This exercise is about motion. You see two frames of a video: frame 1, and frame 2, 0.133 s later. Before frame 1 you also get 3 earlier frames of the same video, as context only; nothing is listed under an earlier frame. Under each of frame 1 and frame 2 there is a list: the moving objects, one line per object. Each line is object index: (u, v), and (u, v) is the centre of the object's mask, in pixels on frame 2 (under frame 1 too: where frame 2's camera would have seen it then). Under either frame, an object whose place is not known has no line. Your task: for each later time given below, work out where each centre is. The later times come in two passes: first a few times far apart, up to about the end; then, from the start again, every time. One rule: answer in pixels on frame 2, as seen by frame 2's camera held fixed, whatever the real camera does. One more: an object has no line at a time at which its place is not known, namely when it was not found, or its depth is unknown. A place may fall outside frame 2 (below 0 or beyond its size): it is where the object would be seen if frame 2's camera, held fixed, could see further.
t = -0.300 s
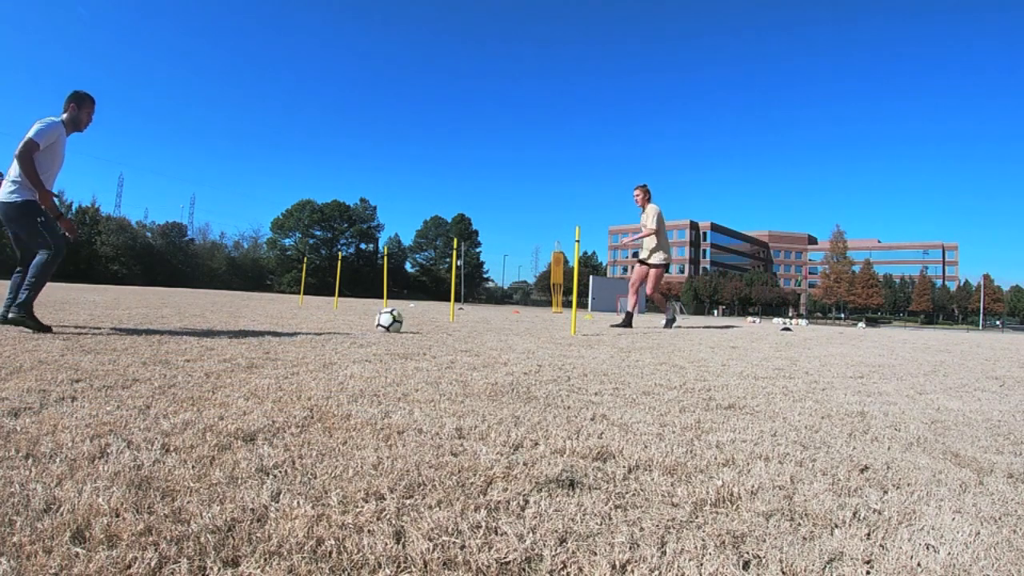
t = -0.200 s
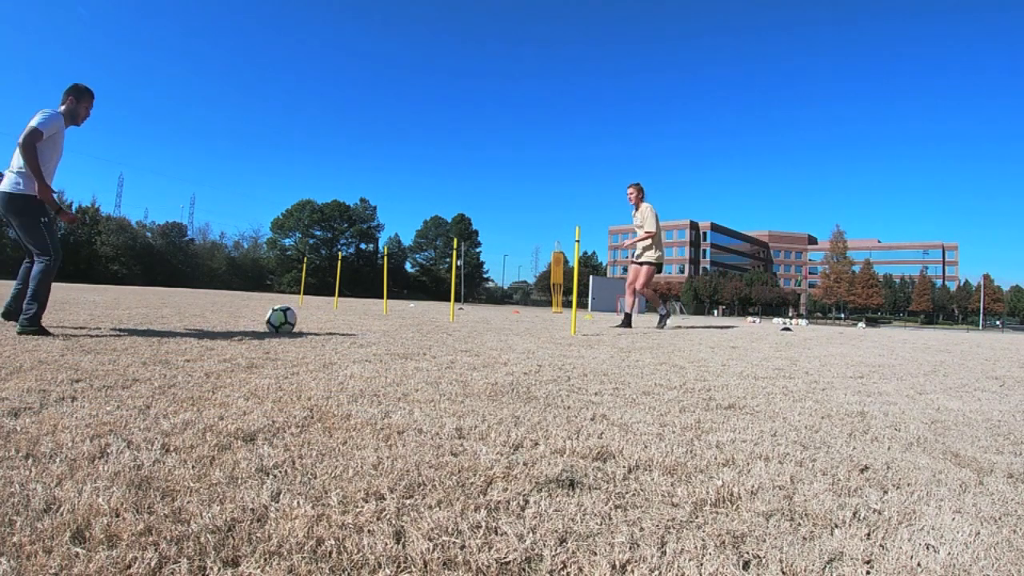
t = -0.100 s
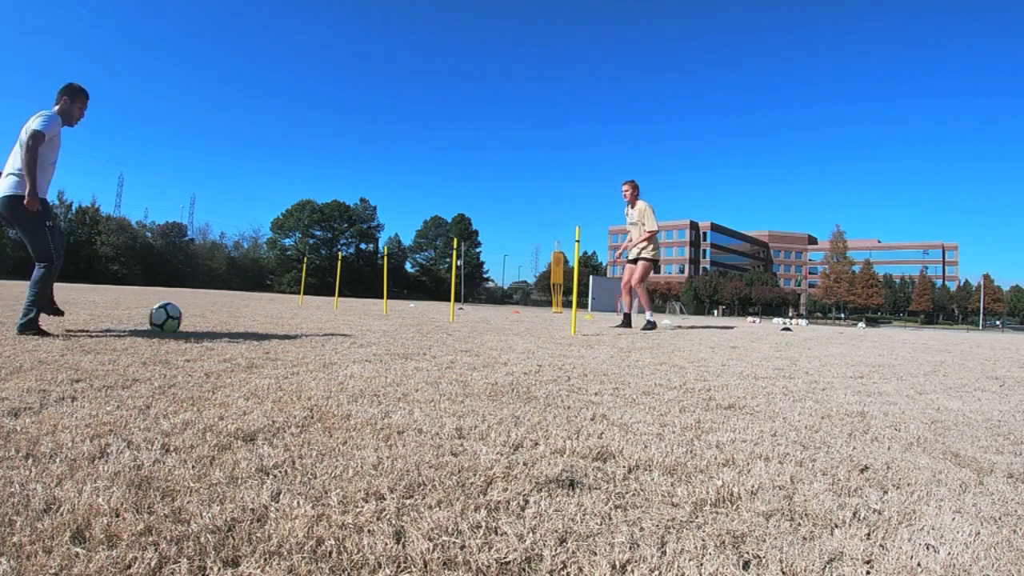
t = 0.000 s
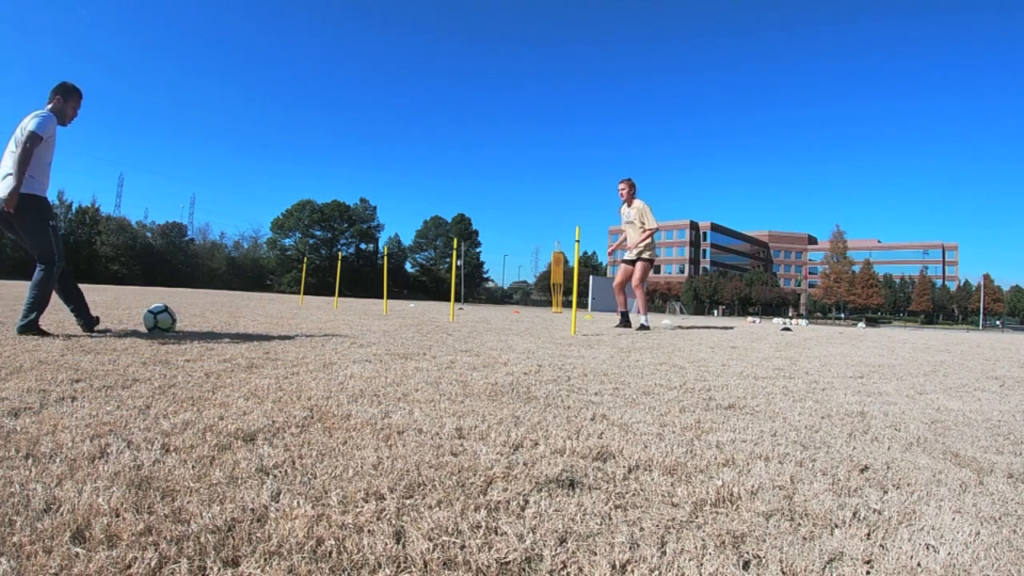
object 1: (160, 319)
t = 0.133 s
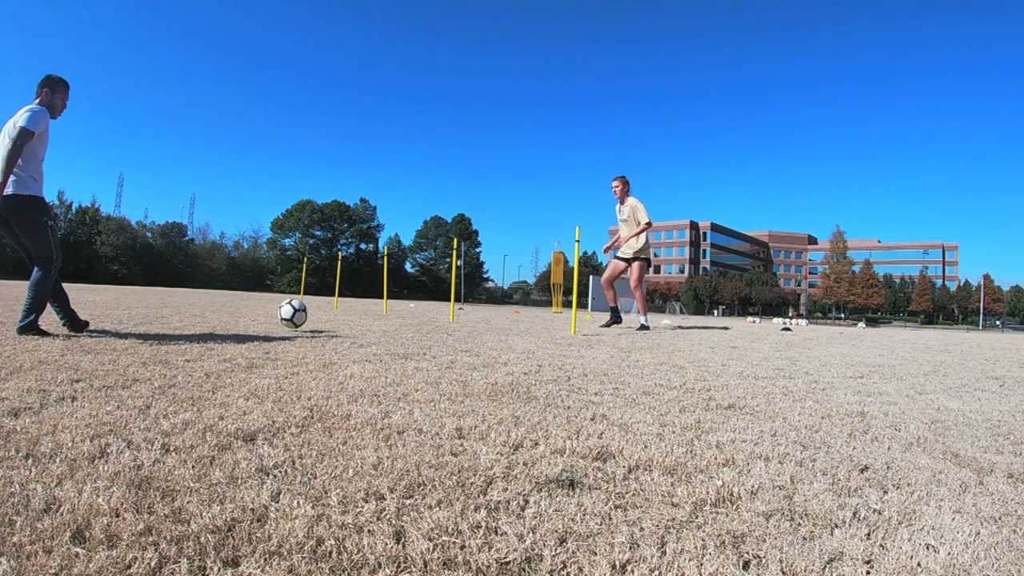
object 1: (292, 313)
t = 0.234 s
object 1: (374, 320)
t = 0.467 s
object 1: (493, 318)
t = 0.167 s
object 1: (321, 315)
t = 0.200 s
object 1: (349, 318)
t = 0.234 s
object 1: (374, 320)
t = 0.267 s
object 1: (395, 318)
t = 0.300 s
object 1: (414, 317)
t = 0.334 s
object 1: (432, 317)
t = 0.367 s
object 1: (449, 317)
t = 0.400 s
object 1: (465, 318)
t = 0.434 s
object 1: (480, 319)
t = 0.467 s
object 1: (493, 318)
